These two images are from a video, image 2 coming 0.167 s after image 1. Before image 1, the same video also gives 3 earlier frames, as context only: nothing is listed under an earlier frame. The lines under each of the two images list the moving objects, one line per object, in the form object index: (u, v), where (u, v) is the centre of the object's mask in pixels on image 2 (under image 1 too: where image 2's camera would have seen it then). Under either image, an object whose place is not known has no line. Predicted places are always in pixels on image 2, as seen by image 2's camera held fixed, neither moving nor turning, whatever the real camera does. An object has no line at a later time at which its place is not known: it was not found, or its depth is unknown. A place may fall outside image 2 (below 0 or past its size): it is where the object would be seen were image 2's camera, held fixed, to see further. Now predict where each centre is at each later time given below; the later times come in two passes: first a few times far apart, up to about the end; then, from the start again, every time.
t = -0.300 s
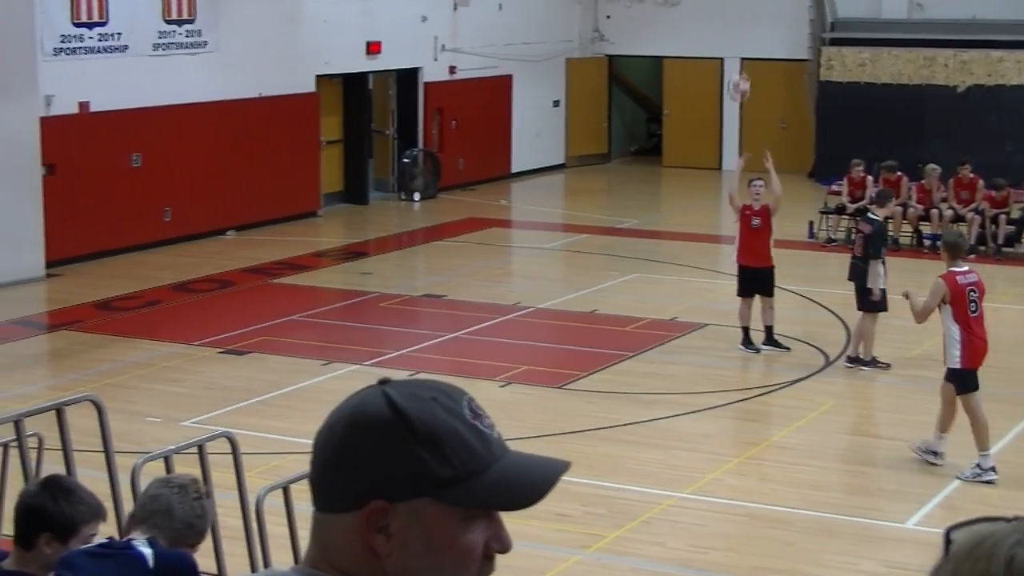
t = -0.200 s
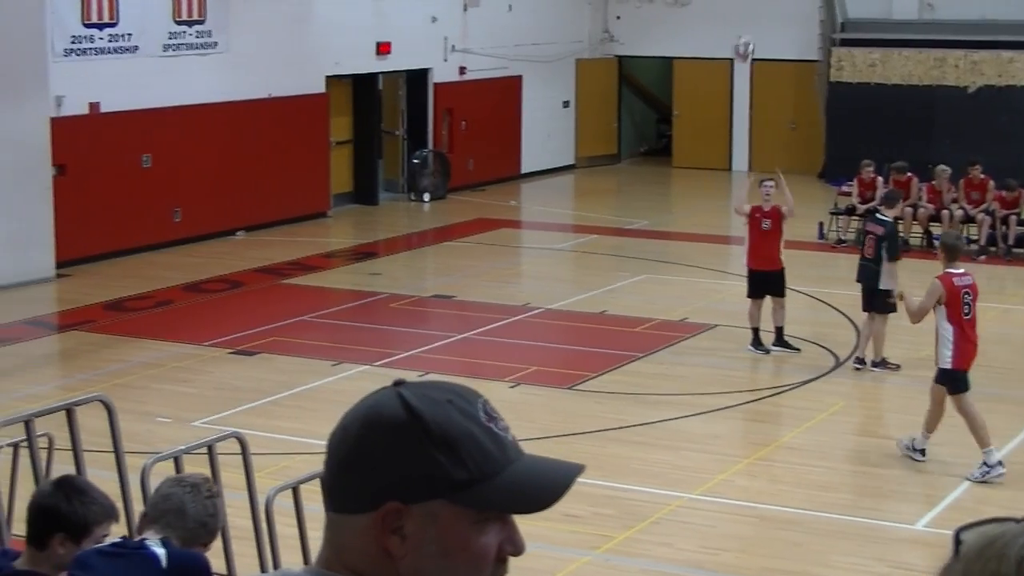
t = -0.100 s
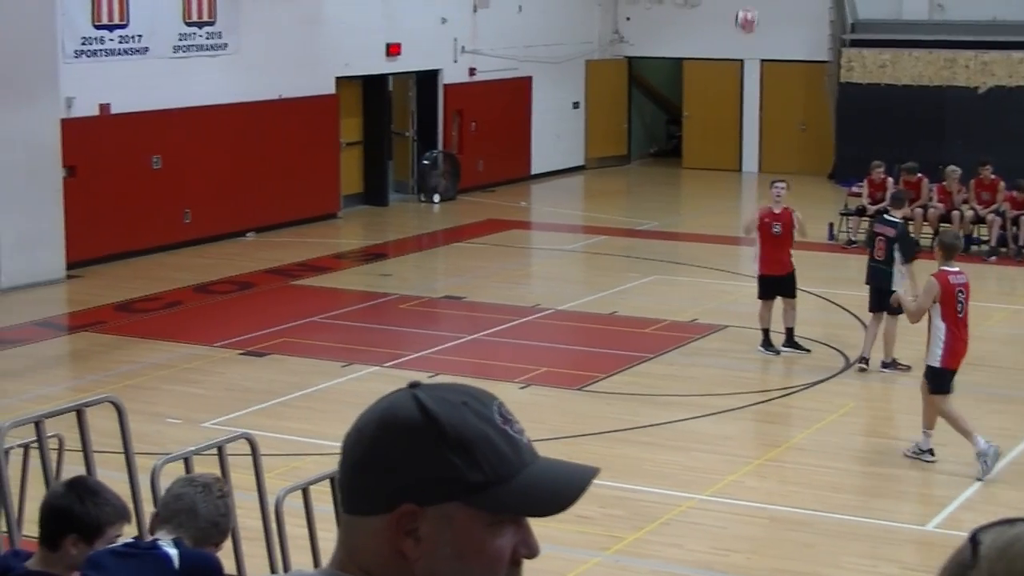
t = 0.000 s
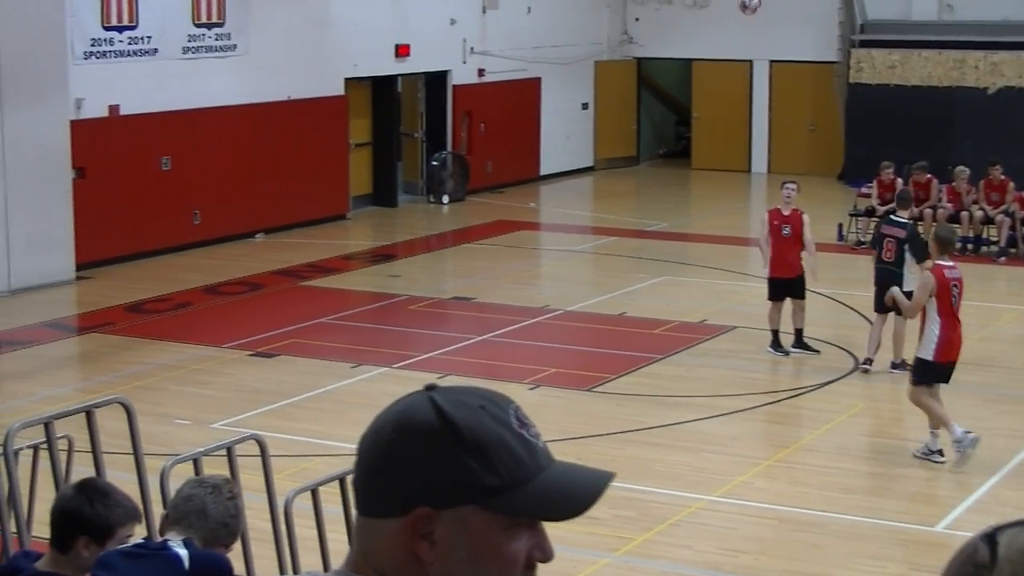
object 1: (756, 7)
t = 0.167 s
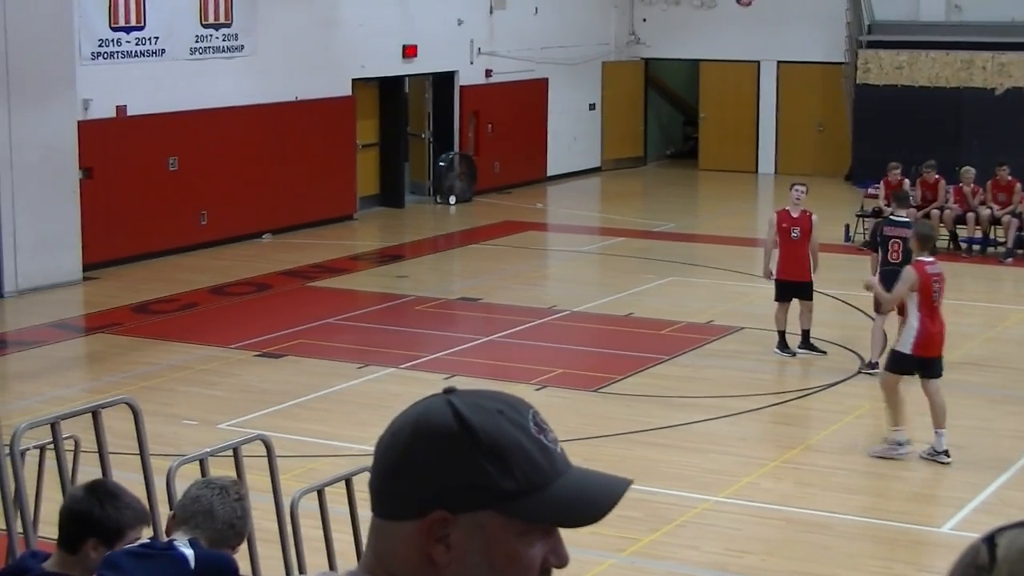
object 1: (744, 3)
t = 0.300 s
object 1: (734, 11)
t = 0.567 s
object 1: (712, 105)
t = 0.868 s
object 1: (685, 314)
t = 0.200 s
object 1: (741, 4)
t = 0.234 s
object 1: (739, 5)
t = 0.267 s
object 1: (737, 8)
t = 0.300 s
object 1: (734, 11)
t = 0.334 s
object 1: (731, 18)
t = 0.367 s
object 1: (728, 26)
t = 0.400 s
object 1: (726, 36)
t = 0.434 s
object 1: (723, 46)
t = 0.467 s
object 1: (721, 60)
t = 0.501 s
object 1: (718, 74)
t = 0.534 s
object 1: (715, 88)
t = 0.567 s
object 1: (712, 105)
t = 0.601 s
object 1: (709, 121)
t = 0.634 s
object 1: (705, 142)
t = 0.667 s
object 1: (703, 162)
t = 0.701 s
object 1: (700, 185)
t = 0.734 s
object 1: (698, 208)
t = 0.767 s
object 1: (695, 229)
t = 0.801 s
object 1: (692, 259)
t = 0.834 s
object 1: (688, 287)
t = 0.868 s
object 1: (685, 314)
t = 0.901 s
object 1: (683, 344)
